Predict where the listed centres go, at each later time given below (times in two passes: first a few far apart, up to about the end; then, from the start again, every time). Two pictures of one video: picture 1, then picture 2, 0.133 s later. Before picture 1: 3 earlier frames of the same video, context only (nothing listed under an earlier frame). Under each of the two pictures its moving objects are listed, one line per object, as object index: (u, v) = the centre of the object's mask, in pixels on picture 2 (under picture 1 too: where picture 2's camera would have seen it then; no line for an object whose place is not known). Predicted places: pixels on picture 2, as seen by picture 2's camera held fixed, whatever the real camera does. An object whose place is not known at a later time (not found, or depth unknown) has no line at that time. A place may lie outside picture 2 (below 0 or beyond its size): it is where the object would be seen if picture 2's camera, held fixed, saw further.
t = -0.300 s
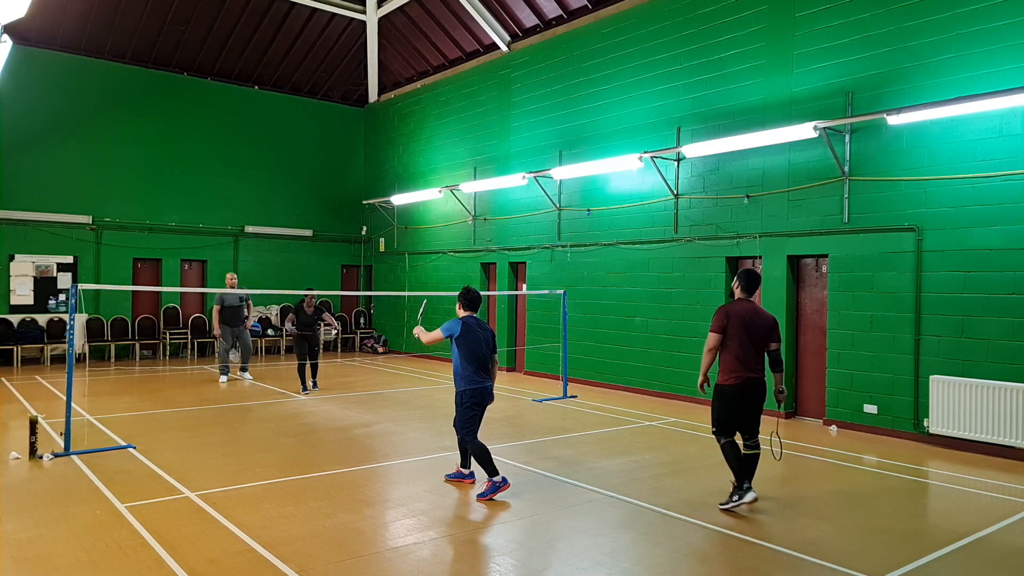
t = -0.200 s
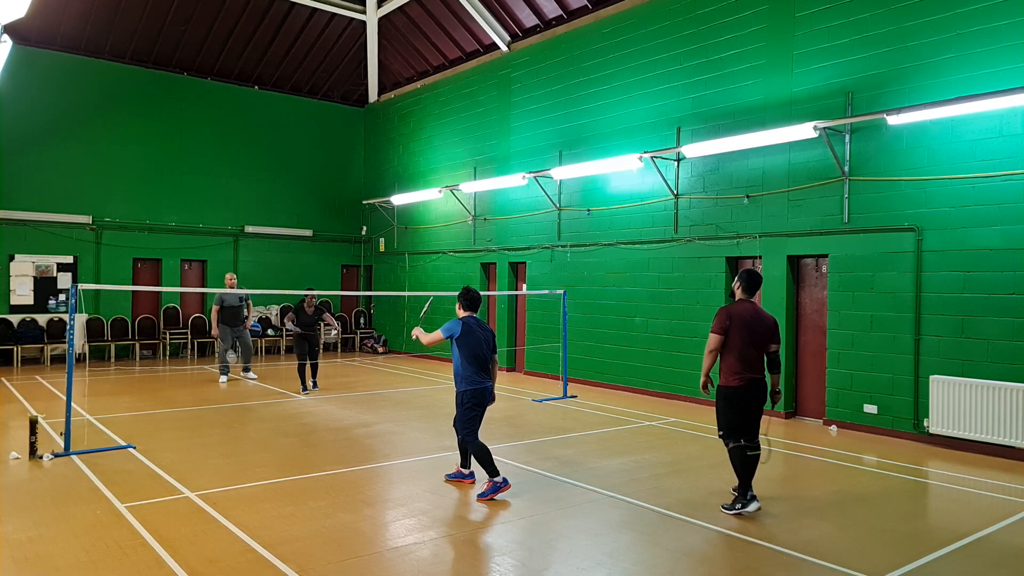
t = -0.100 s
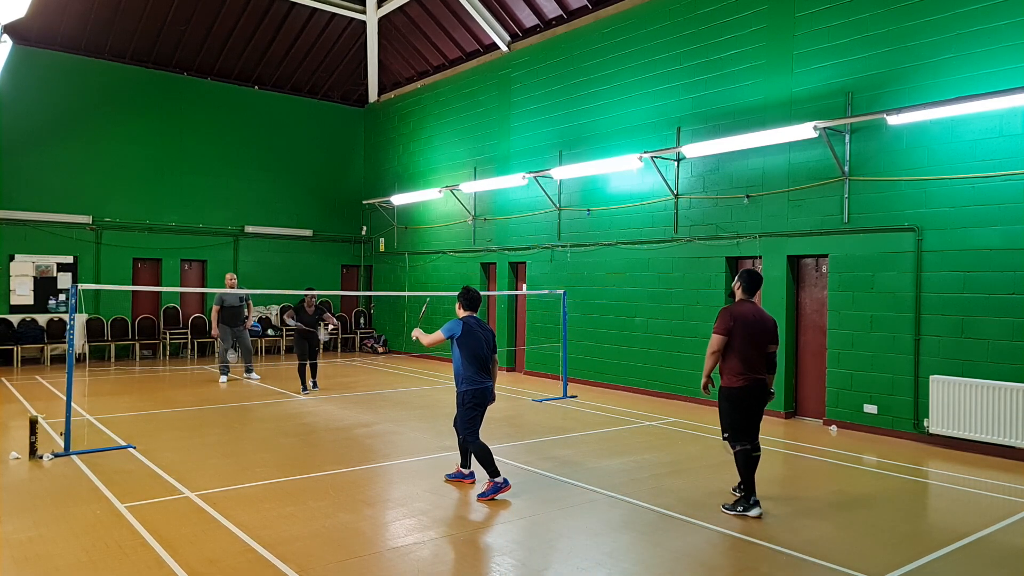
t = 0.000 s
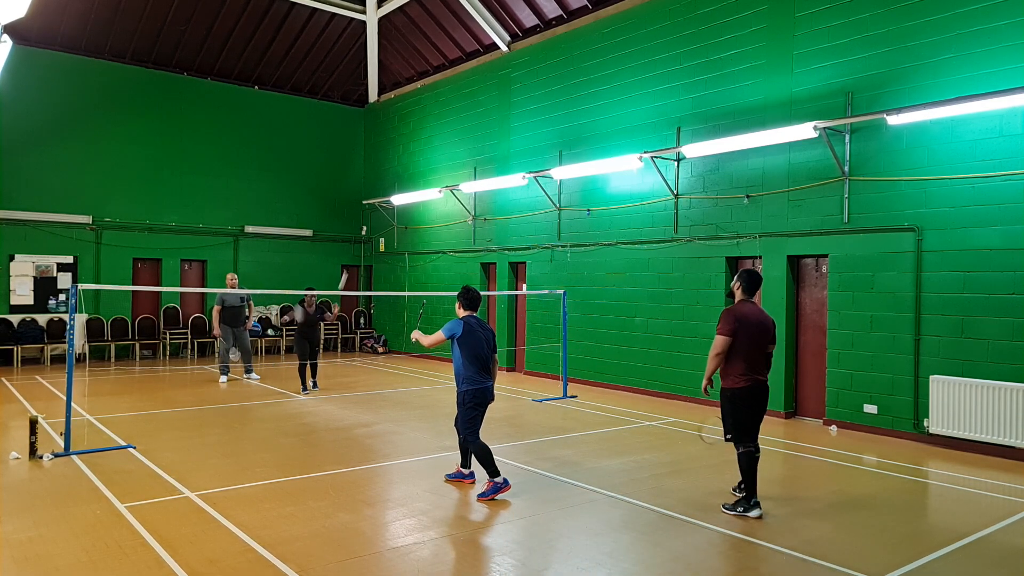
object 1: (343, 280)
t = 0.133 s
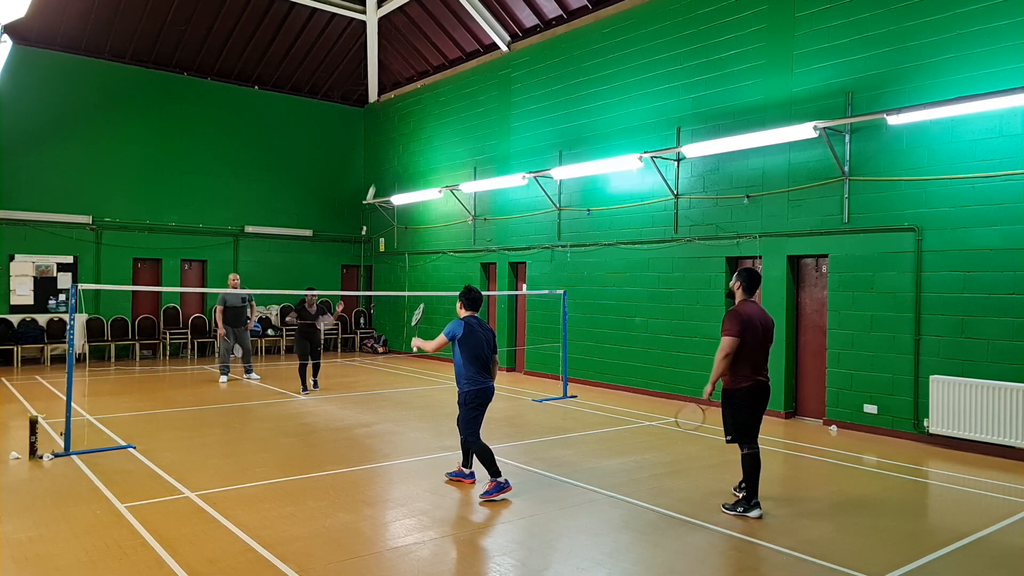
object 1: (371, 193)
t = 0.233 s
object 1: (389, 141)
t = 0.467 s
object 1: (430, 57)
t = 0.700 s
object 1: (468, 32)
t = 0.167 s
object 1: (377, 175)
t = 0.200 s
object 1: (383, 157)
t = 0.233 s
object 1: (389, 141)
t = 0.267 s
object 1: (395, 125)
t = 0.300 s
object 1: (401, 111)
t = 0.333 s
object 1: (407, 98)
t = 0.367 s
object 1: (414, 86)
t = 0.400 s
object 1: (419, 76)
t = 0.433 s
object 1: (424, 66)
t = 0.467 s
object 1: (430, 57)
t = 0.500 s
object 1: (435, 50)
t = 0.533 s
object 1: (441, 44)
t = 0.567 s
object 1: (446, 39)
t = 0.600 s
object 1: (452, 35)
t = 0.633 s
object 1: (457, 33)
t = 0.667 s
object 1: (462, 32)
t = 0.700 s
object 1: (468, 32)
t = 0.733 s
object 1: (473, 33)
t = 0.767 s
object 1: (478, 37)
